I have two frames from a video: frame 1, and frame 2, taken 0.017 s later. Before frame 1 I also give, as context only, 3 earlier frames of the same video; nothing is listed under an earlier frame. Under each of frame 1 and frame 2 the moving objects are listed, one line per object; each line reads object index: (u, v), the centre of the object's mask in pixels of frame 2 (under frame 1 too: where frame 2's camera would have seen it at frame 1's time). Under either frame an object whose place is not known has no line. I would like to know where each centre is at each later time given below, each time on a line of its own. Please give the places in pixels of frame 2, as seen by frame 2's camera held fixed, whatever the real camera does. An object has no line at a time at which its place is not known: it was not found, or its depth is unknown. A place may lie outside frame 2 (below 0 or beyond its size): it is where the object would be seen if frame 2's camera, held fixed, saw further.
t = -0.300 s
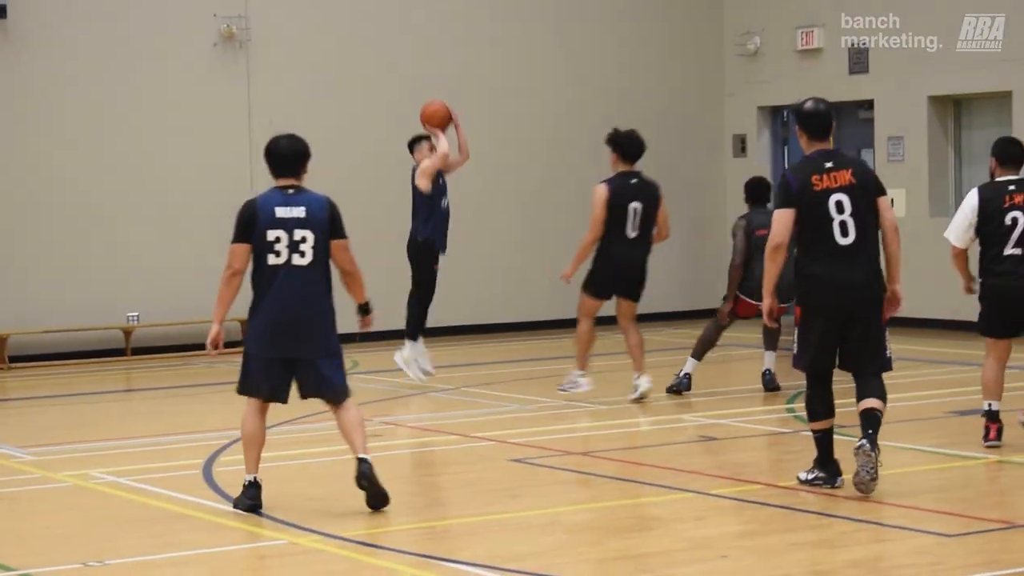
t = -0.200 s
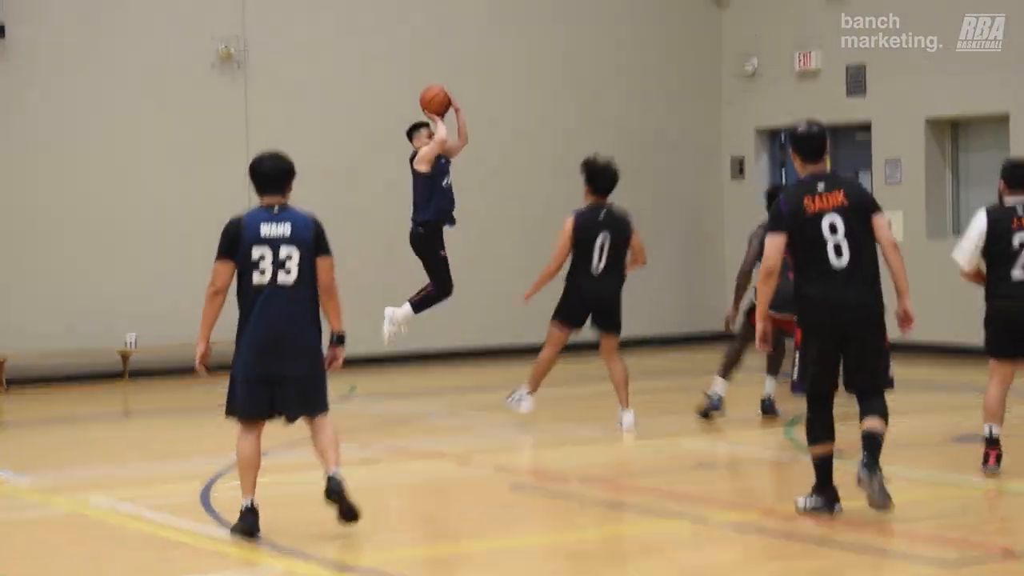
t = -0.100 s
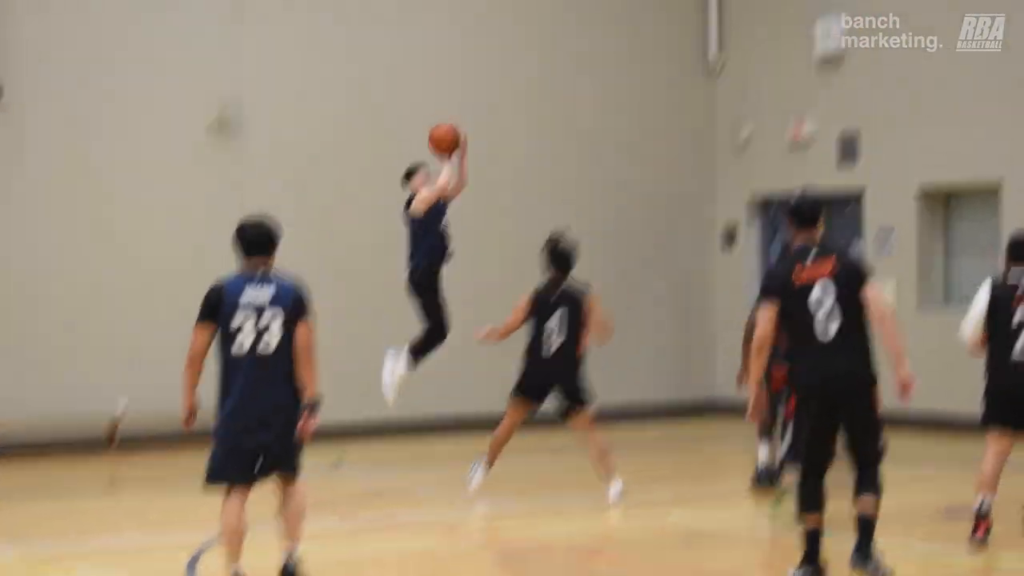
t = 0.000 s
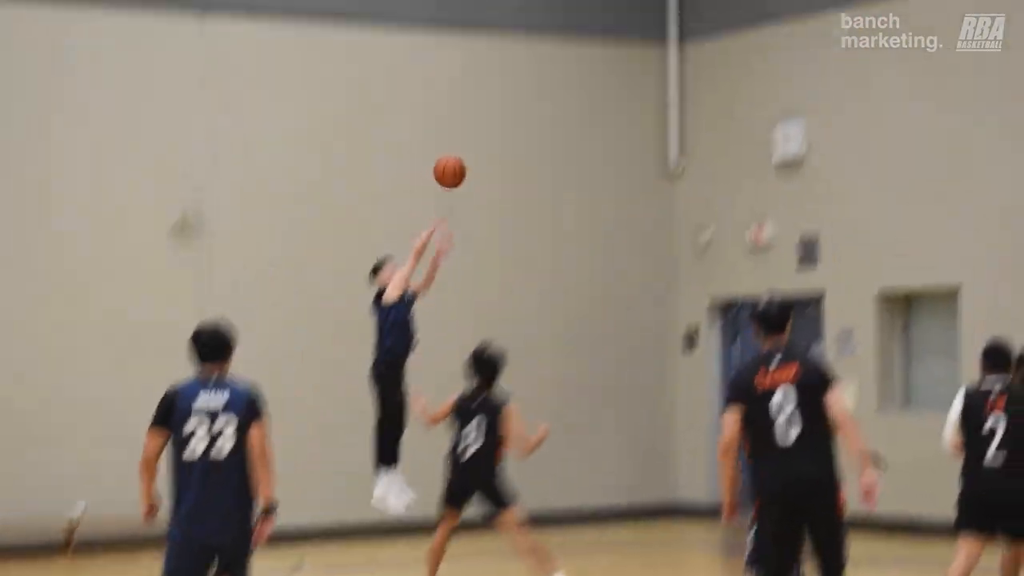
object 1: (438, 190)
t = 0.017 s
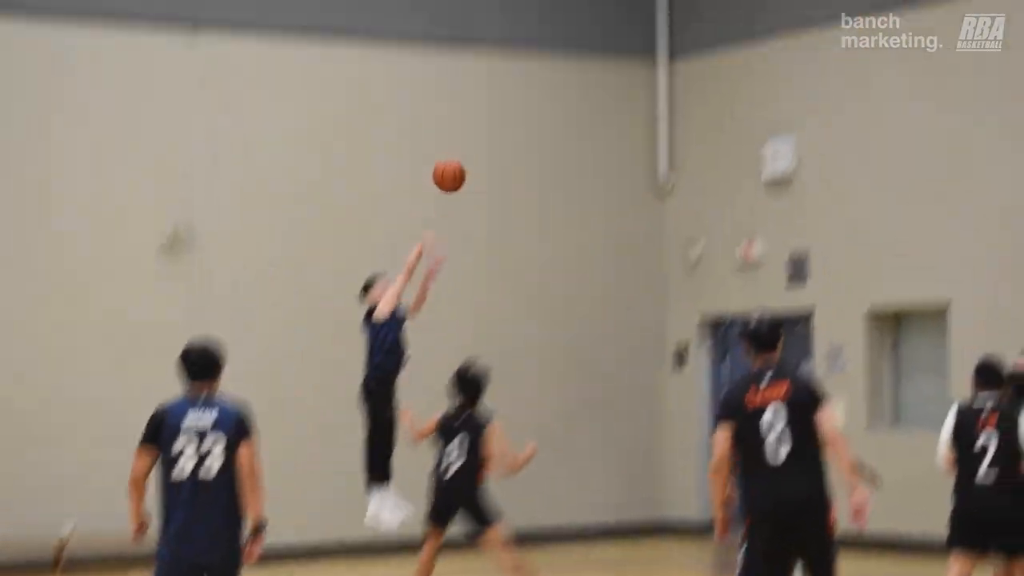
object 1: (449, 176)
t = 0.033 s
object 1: (459, 162)
